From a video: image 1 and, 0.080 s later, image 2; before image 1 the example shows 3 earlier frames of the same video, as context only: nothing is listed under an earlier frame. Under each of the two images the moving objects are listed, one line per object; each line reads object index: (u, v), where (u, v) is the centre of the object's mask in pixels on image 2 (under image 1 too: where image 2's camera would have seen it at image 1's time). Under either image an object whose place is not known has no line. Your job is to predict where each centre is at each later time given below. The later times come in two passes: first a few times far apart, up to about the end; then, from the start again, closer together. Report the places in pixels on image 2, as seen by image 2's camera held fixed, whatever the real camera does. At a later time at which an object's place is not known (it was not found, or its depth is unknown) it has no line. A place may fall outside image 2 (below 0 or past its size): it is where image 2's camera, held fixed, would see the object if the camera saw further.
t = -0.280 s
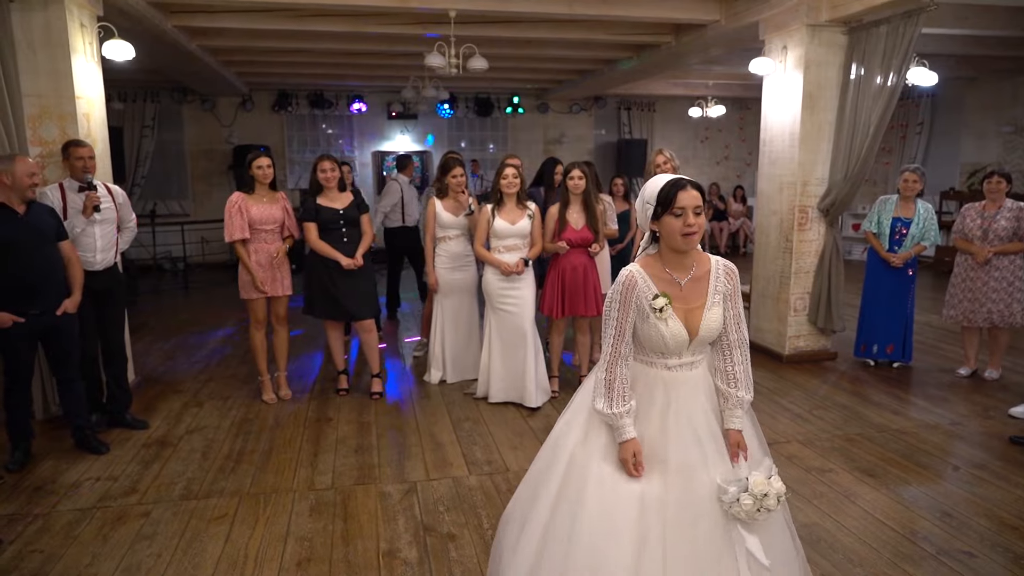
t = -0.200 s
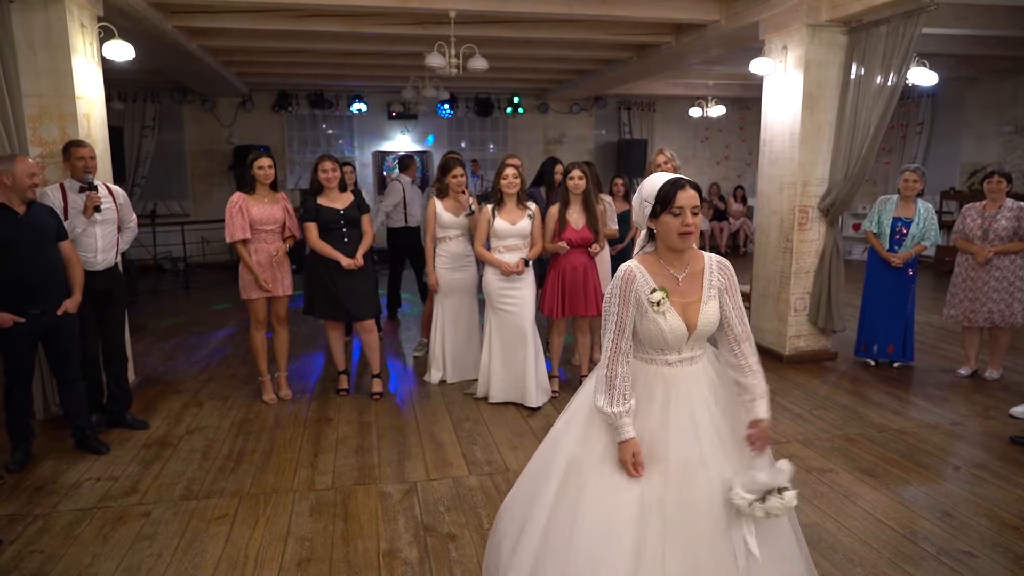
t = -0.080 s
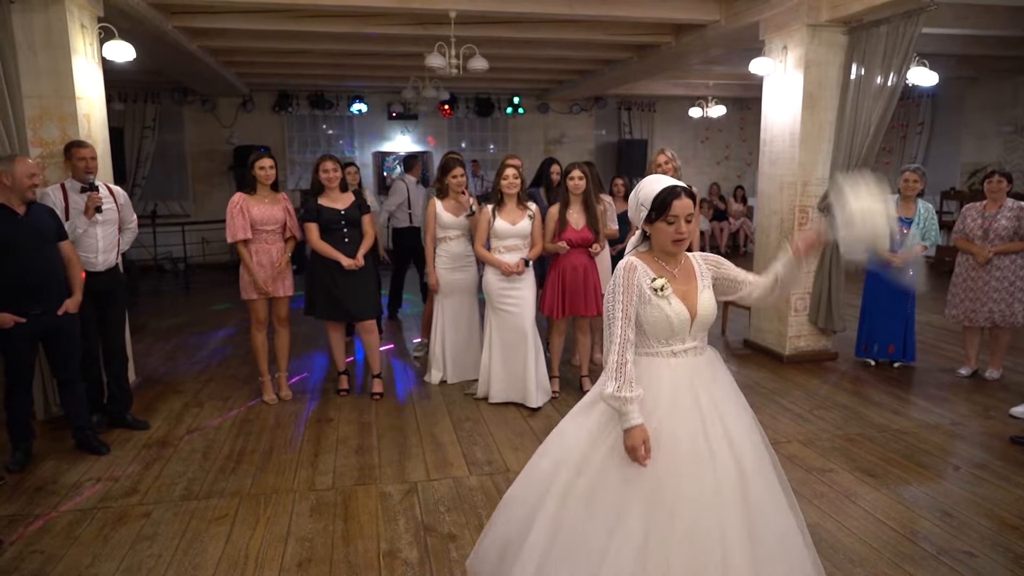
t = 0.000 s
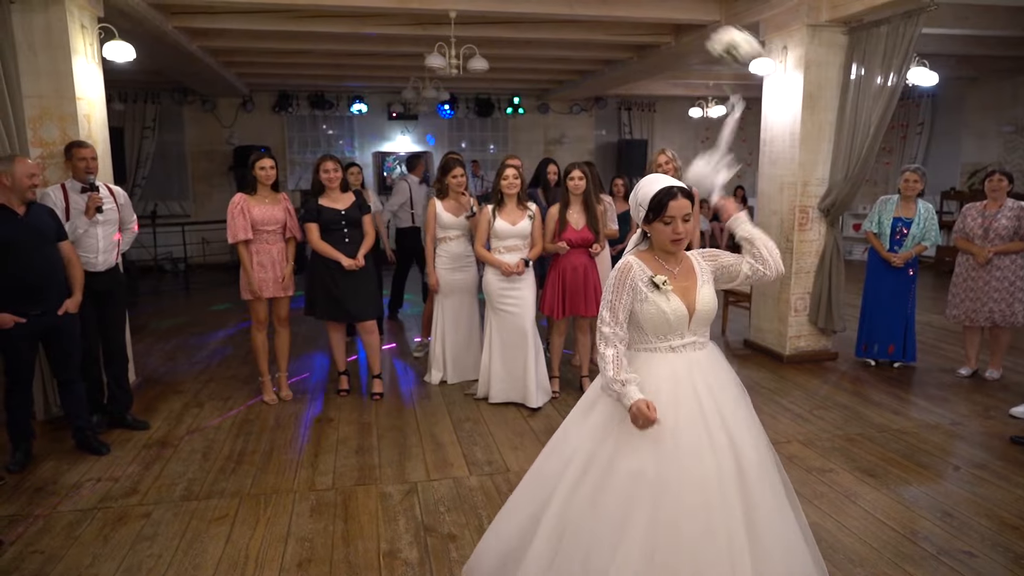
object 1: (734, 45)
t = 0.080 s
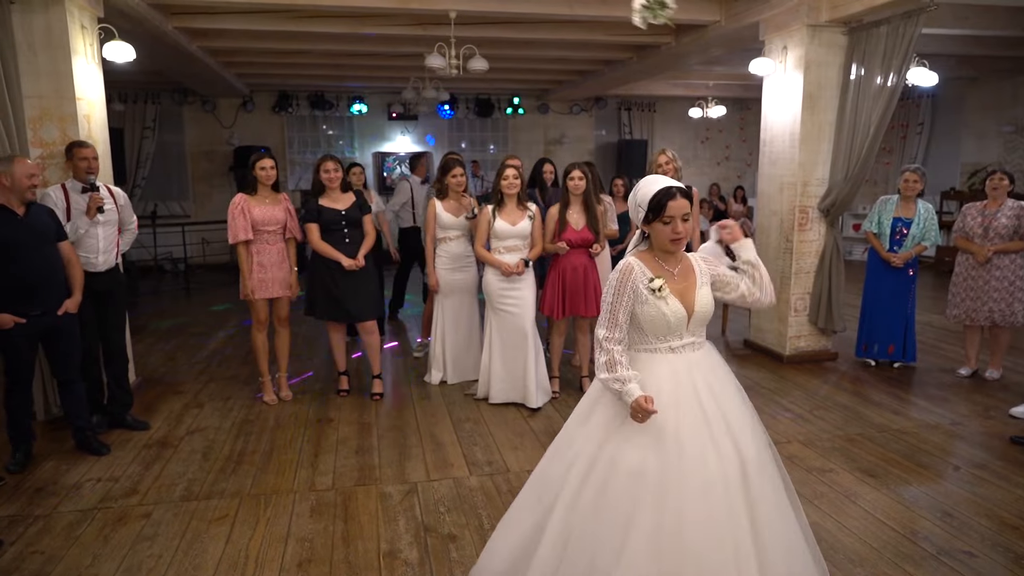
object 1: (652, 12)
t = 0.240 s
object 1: (576, 8)
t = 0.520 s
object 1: (520, 76)
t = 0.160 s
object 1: (606, 6)
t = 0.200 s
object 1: (591, 6)
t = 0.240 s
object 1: (576, 8)
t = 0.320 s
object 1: (555, 17)
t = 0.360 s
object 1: (546, 27)
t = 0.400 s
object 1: (538, 38)
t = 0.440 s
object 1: (531, 50)
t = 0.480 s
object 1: (525, 63)
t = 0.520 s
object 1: (520, 76)
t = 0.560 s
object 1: (516, 89)
